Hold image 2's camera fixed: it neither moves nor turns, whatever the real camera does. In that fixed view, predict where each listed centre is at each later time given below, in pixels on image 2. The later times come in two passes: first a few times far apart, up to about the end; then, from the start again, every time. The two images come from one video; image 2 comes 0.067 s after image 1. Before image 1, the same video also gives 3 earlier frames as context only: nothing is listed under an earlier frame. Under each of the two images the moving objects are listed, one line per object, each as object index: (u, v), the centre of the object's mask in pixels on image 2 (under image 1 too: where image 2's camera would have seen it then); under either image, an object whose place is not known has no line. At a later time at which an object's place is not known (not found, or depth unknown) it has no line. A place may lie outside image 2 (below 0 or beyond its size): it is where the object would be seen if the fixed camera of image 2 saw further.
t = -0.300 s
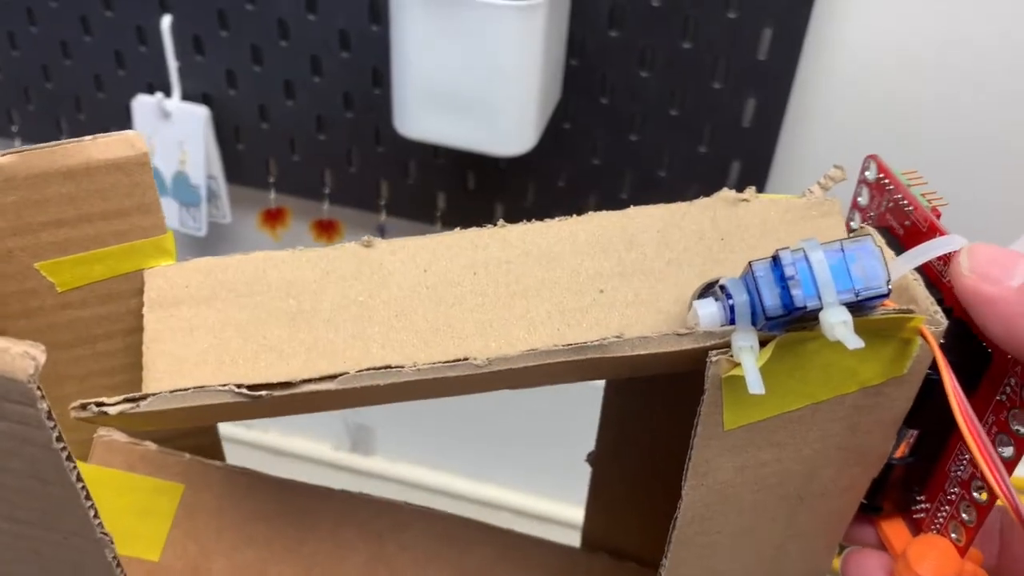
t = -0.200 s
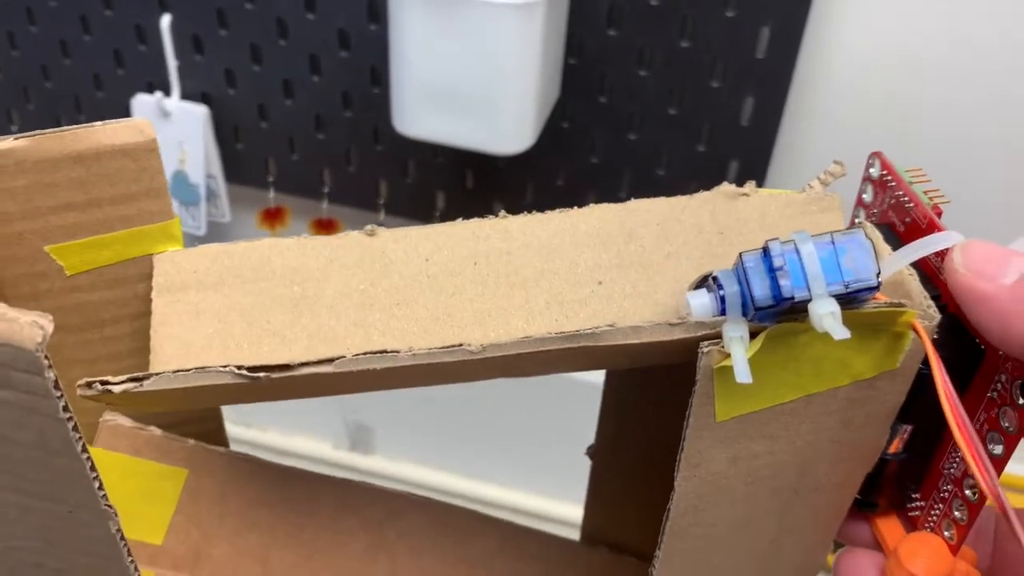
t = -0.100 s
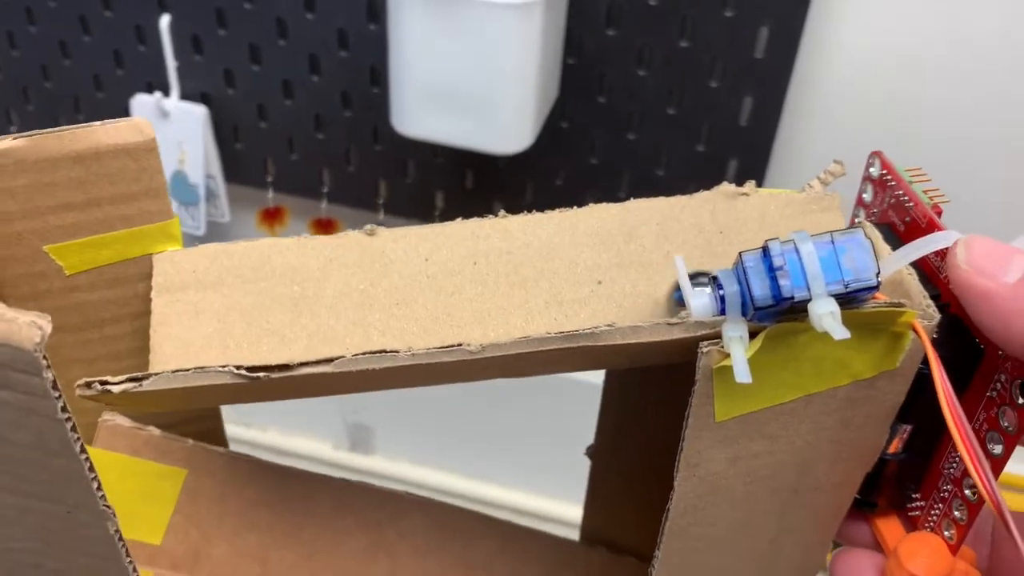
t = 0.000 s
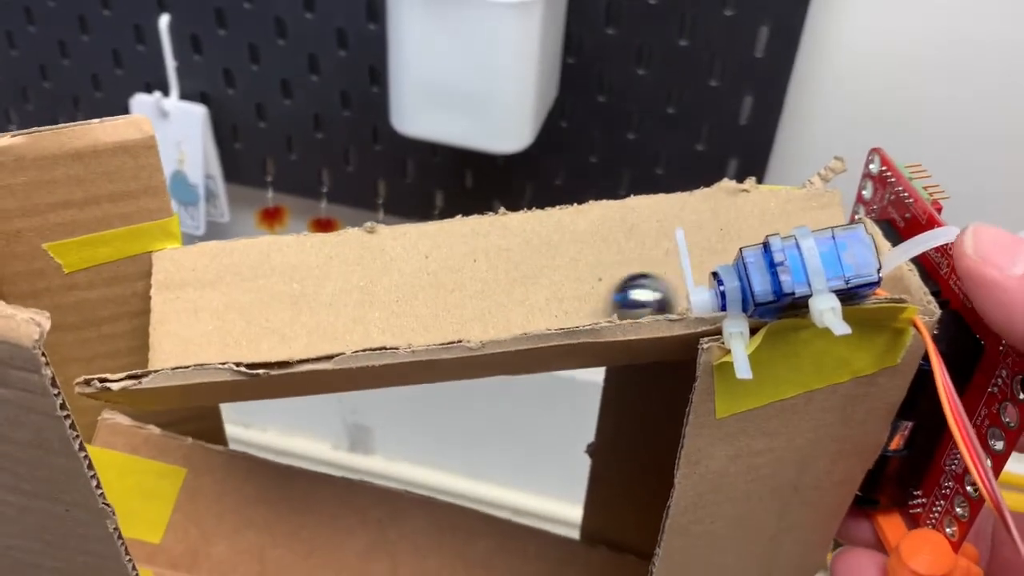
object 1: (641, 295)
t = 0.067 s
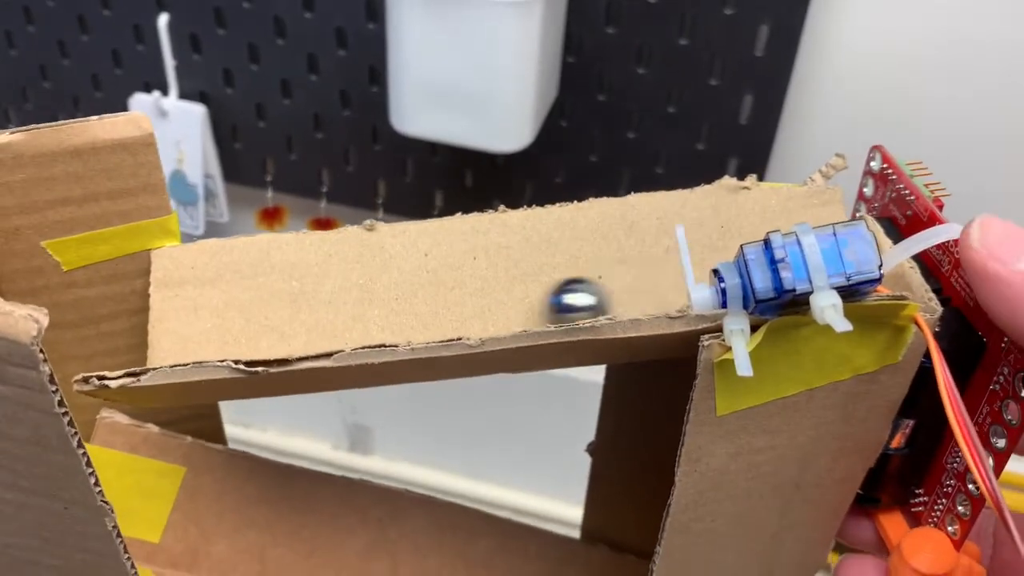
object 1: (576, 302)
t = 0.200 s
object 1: (389, 322)
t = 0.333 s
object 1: (131, 352)
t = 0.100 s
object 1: (535, 307)
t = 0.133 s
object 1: (492, 312)
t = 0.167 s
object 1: (441, 316)
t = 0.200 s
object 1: (389, 322)
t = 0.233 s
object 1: (329, 328)
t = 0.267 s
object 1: (267, 334)
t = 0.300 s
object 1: (200, 340)
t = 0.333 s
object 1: (131, 352)
